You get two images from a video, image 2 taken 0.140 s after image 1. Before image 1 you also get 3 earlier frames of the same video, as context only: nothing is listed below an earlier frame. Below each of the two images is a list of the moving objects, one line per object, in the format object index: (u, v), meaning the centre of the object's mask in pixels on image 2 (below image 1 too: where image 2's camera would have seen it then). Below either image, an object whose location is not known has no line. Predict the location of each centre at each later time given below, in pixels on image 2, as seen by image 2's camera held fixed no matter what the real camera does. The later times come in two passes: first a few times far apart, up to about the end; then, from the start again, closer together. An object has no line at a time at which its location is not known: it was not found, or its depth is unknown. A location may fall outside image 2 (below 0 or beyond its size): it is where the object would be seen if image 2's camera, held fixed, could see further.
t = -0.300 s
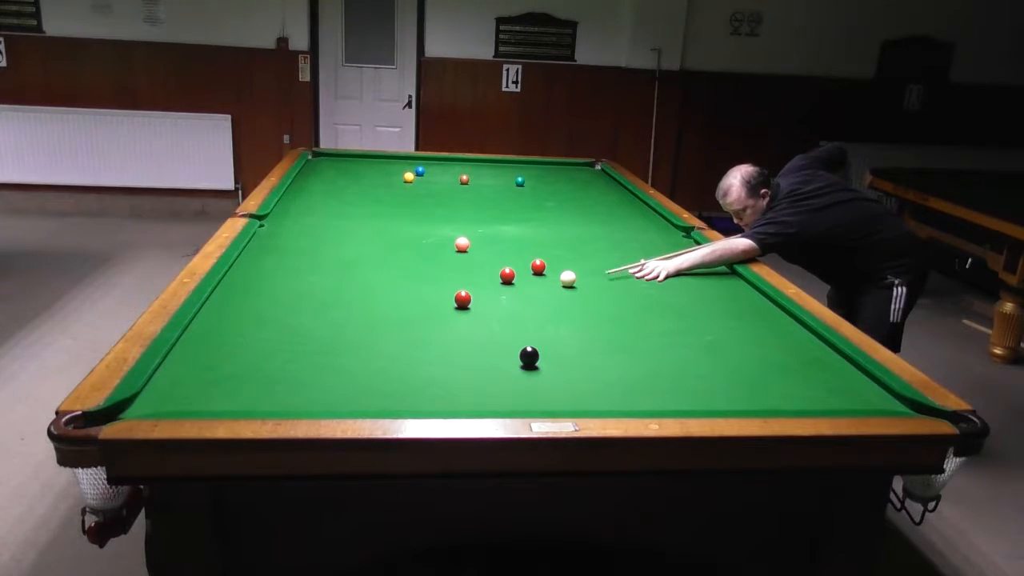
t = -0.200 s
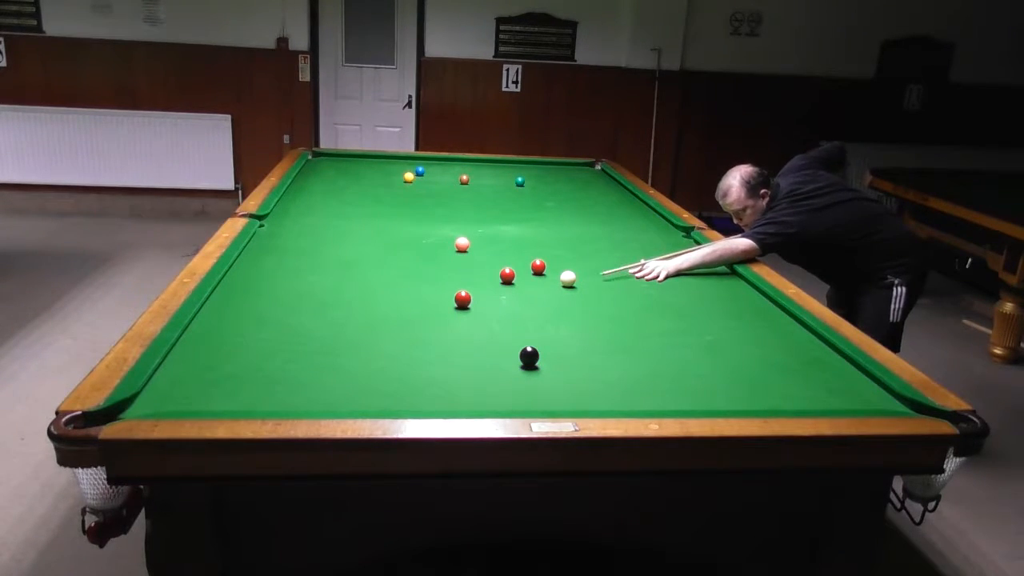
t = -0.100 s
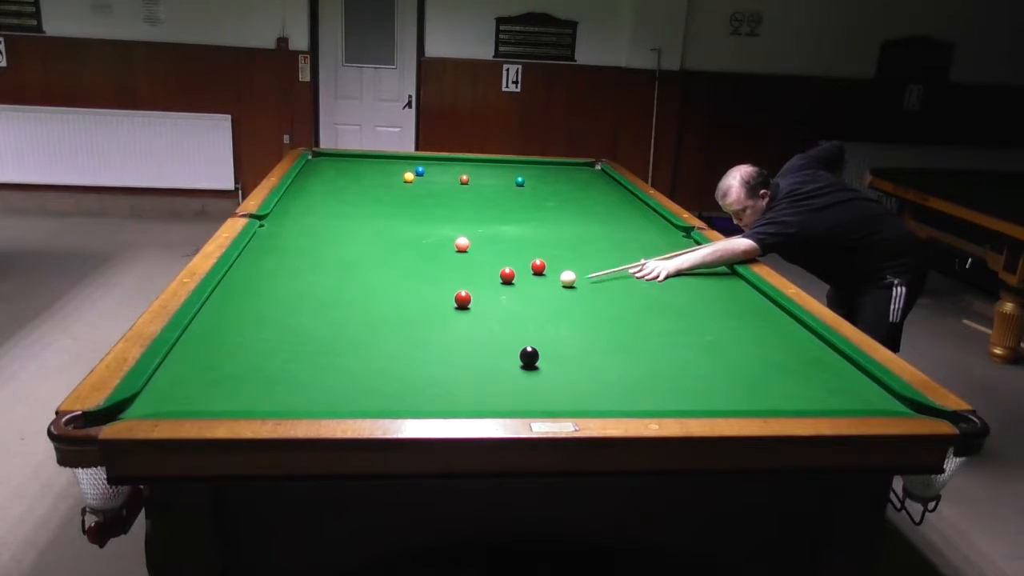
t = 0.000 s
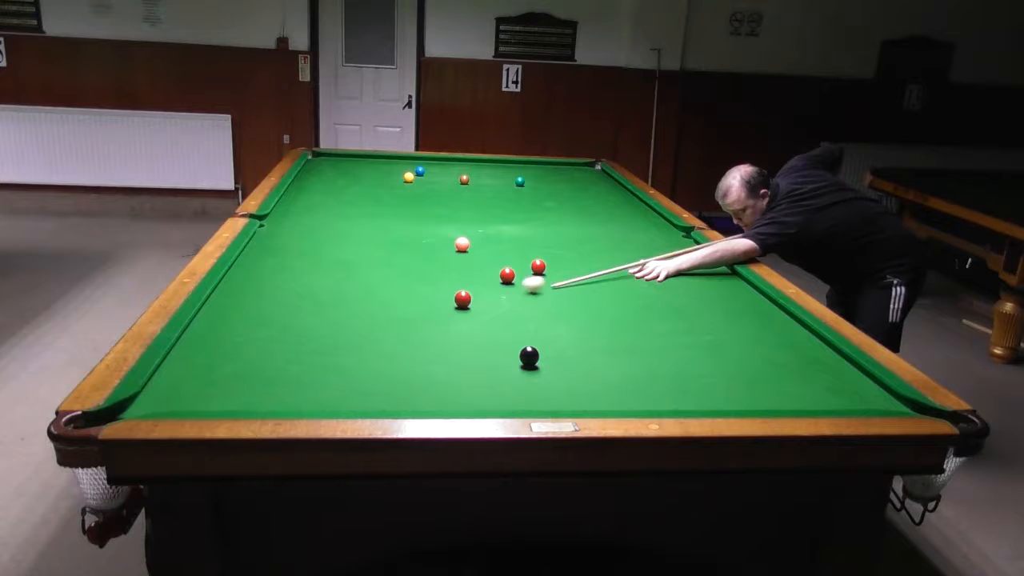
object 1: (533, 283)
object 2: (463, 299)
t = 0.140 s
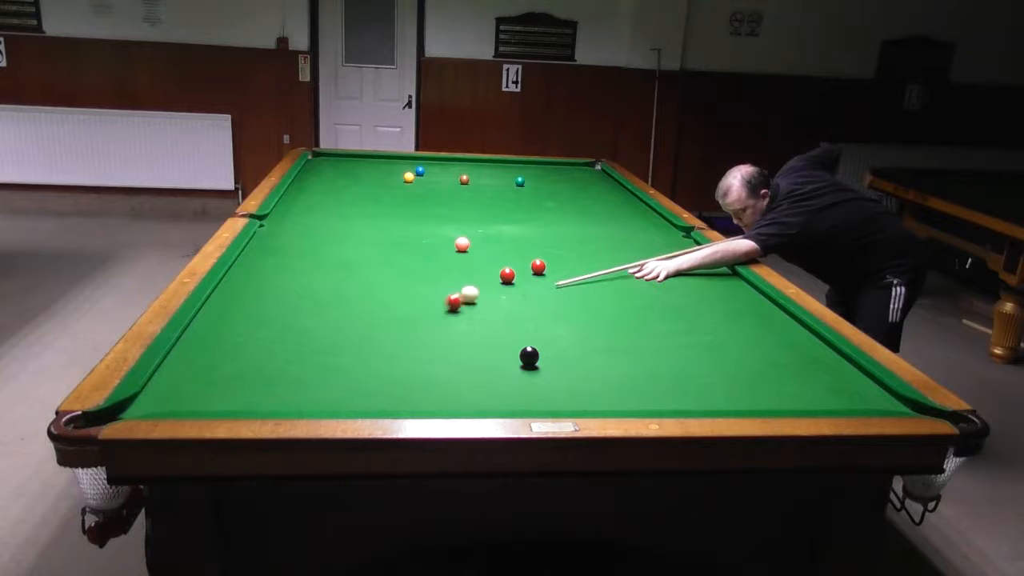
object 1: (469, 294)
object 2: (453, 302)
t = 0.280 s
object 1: (457, 290)
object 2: (406, 319)
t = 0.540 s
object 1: (438, 283)
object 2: (317, 351)
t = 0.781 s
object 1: (422, 277)
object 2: (214, 389)
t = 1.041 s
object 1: (406, 272)
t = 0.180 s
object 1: (465, 293)
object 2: (440, 307)
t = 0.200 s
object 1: (463, 292)
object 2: (432, 310)
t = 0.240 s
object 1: (460, 291)
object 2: (419, 315)
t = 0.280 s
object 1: (457, 290)
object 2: (406, 319)
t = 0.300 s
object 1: (455, 289)
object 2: (400, 322)
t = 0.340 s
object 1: (452, 288)
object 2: (387, 326)
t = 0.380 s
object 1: (449, 287)
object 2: (374, 331)
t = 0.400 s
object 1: (448, 286)
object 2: (367, 333)
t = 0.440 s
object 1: (445, 285)
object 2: (353, 338)
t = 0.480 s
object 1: (442, 284)
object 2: (339, 344)
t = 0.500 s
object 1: (441, 284)
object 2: (331, 346)
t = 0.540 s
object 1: (438, 283)
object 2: (317, 351)
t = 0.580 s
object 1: (435, 282)
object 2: (301, 357)
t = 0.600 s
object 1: (434, 281)
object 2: (293, 360)
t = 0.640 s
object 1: (431, 280)
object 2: (276, 366)
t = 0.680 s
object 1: (429, 279)
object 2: (259, 372)
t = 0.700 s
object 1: (427, 279)
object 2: (251, 376)
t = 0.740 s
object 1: (425, 278)
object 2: (233, 382)
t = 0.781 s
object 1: (422, 277)
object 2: (214, 389)
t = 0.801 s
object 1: (421, 277)
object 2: (204, 392)
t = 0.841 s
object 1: (418, 276)
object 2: (185, 398)
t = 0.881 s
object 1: (416, 275)
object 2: (164, 403)
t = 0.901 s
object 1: (415, 275)
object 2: (153, 405)
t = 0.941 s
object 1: (412, 274)
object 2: (131, 411)
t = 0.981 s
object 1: (410, 273)
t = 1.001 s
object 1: (409, 272)
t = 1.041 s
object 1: (406, 272)
